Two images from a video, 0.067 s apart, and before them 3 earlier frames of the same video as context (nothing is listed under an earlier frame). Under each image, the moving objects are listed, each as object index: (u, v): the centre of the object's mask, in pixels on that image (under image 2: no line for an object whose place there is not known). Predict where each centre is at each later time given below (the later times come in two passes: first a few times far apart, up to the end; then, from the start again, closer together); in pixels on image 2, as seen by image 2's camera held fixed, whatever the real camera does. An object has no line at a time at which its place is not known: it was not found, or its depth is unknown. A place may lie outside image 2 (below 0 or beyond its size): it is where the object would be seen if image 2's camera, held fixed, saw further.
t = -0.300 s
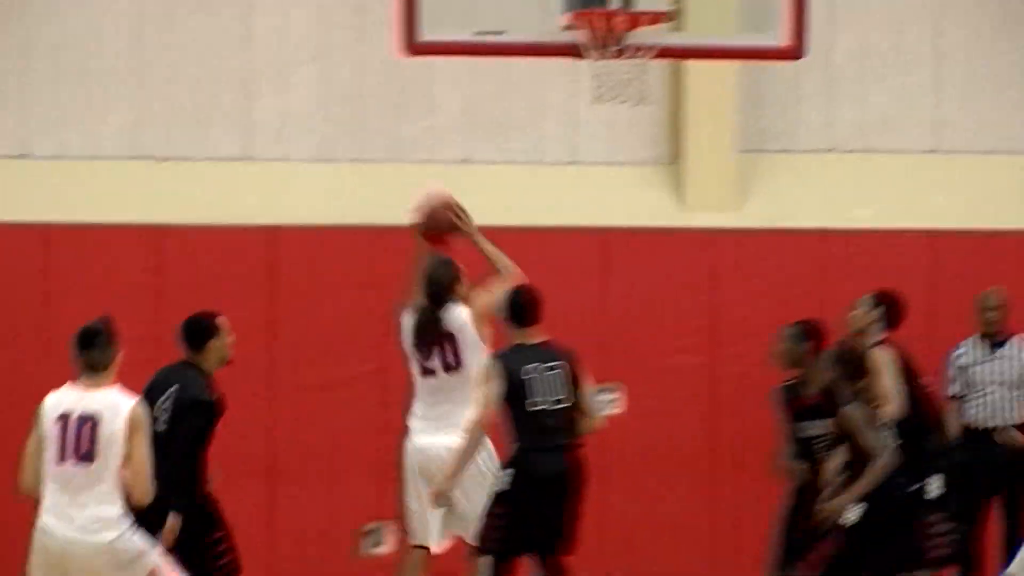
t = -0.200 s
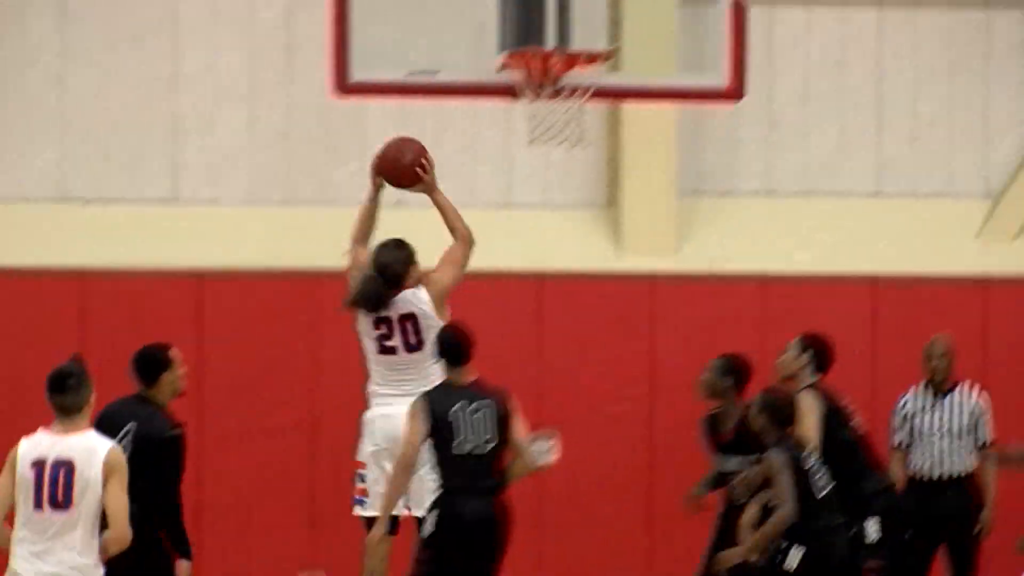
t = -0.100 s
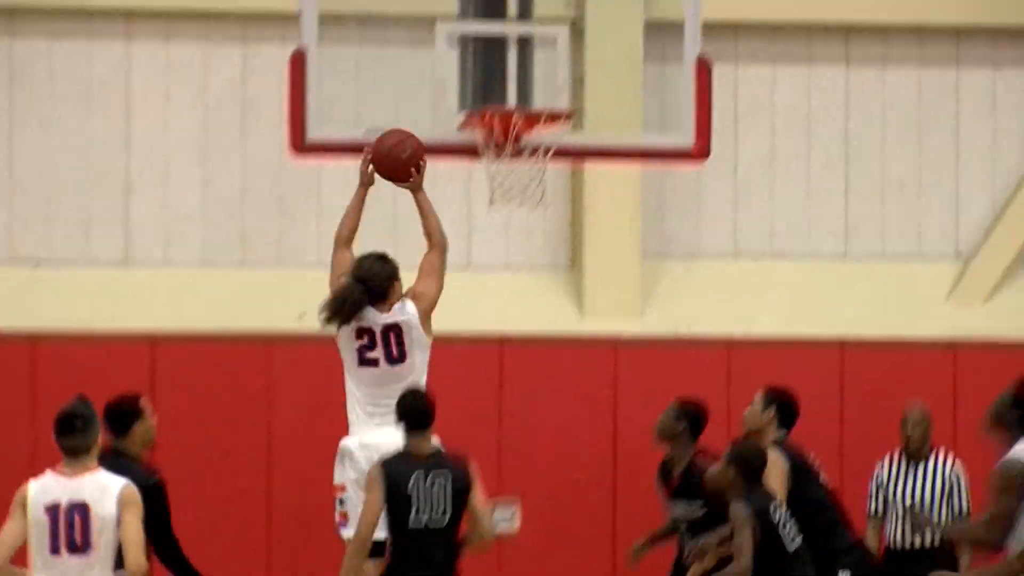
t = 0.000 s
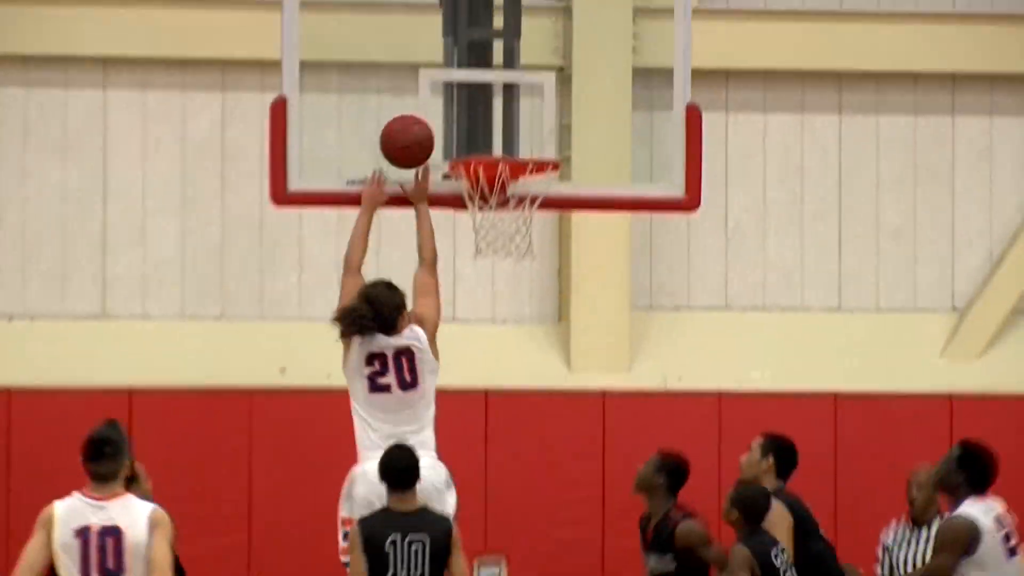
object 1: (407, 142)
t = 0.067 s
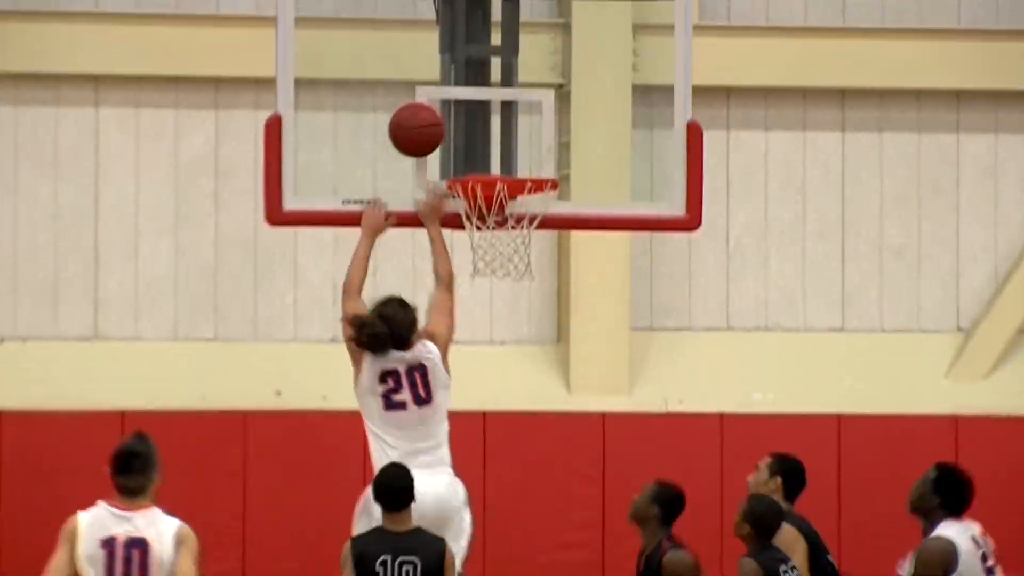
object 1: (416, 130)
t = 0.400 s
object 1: (489, 163)
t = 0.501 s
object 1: (512, 234)
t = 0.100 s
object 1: (423, 118)
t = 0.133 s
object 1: (431, 113)
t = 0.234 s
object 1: (453, 117)
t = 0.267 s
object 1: (460, 123)
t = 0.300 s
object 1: (468, 133)
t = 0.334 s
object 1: (475, 144)
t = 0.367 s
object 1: (484, 155)
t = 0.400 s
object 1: (489, 163)
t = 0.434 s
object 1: (498, 193)
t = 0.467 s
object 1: (503, 212)
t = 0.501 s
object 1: (512, 234)
